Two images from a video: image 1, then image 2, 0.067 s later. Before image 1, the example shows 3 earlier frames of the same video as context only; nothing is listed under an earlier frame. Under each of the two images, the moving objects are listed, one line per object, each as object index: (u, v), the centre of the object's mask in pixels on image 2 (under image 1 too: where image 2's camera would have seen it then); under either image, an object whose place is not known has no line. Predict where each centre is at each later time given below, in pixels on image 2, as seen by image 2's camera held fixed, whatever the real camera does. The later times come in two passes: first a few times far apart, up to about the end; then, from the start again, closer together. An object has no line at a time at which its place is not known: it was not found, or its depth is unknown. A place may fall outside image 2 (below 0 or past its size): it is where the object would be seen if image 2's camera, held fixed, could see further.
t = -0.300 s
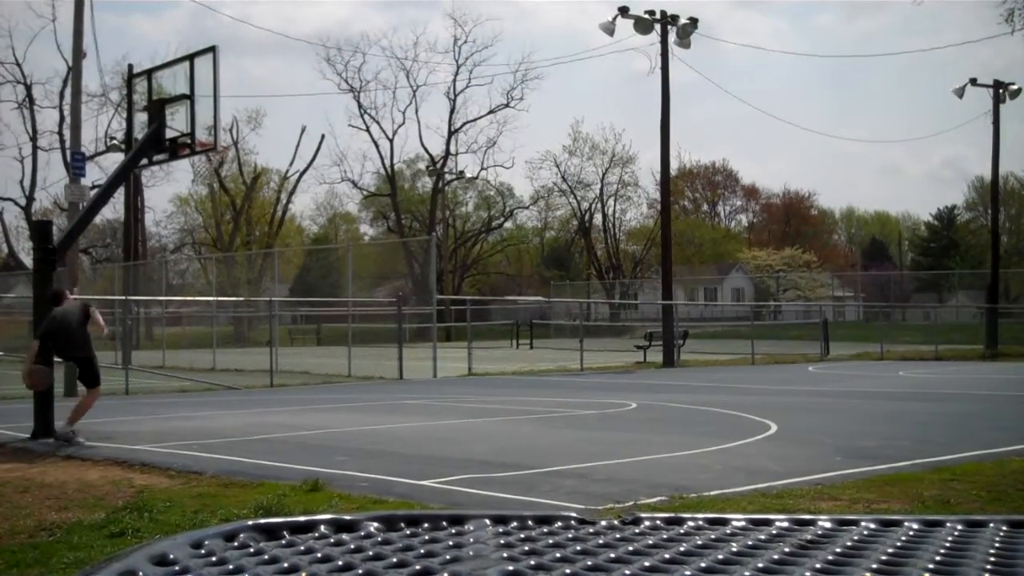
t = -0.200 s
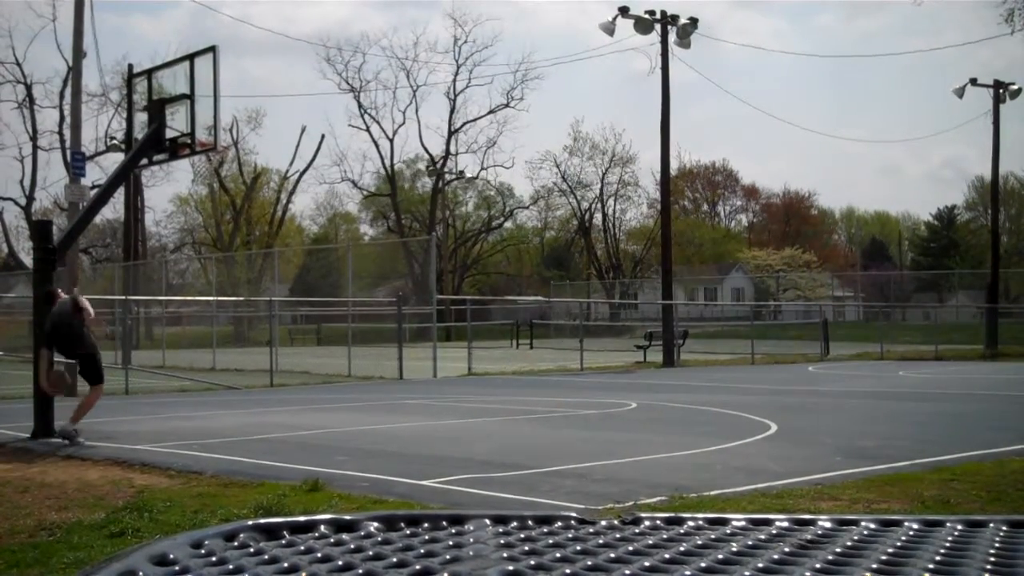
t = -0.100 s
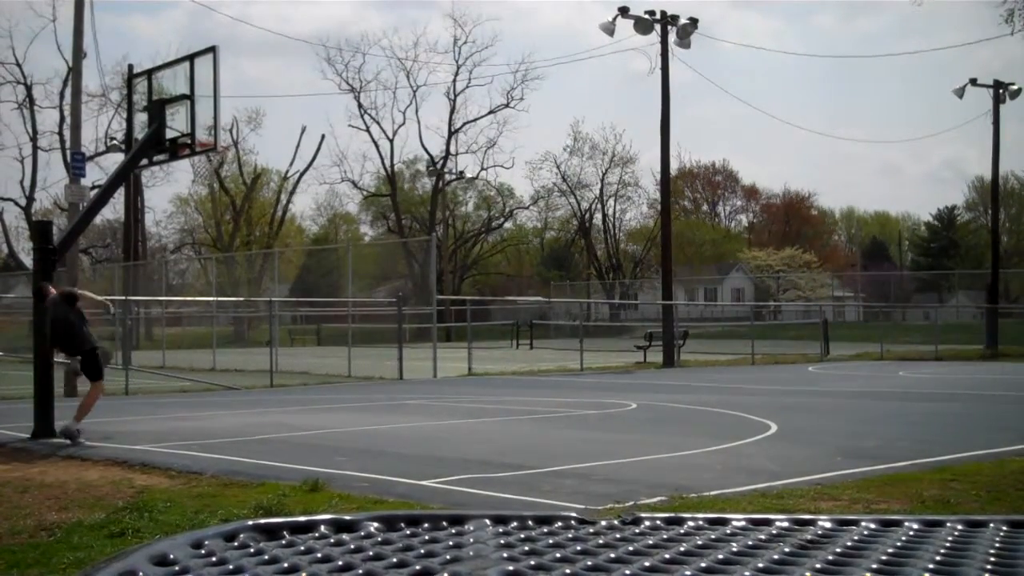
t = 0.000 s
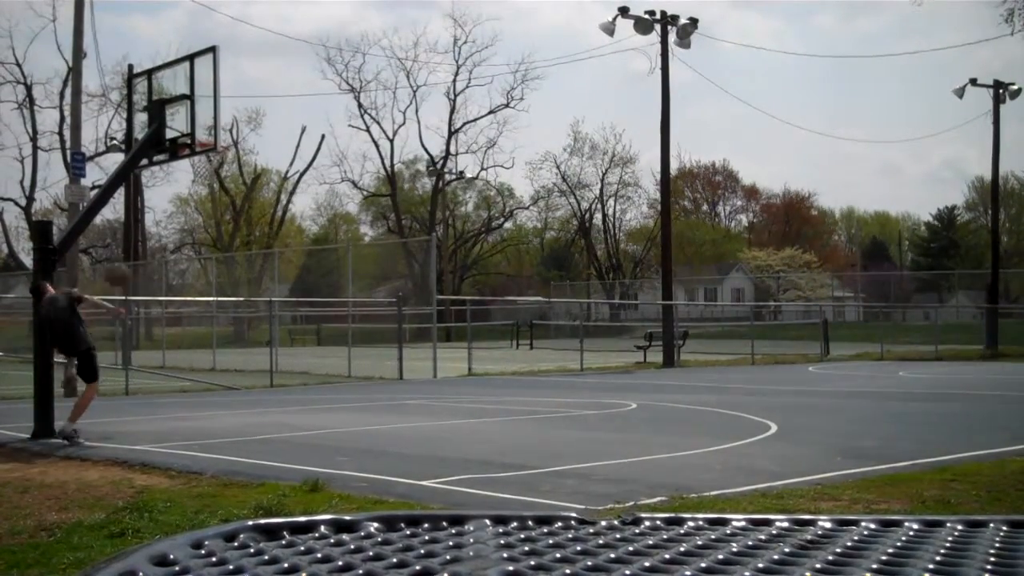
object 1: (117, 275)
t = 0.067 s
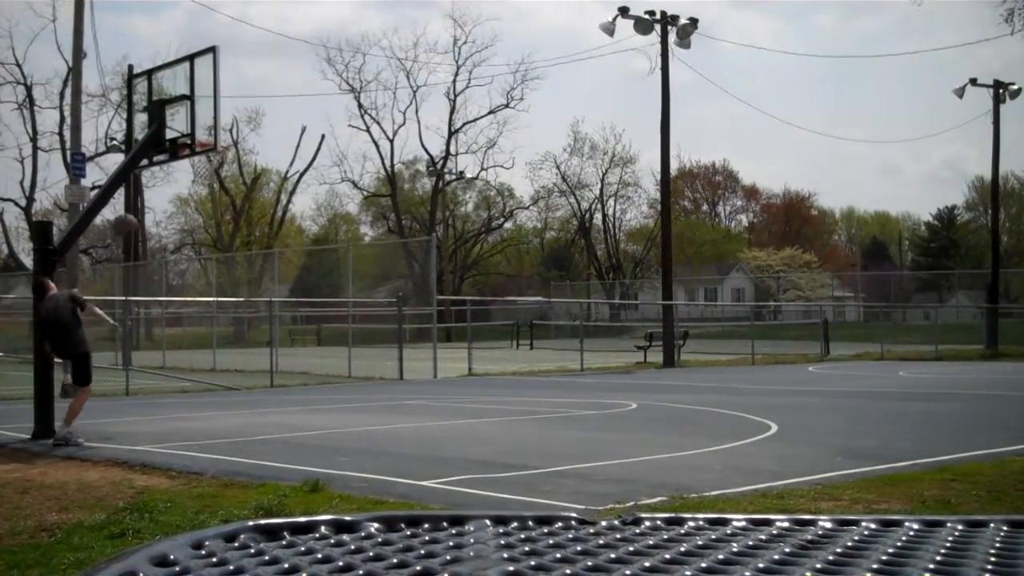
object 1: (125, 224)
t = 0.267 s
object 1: (147, 106)
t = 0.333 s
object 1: (154, 76)
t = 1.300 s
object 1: (234, 114)
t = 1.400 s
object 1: (239, 163)
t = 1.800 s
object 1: (261, 396)
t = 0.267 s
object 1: (147, 106)
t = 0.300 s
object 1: (151, 91)
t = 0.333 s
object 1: (154, 76)
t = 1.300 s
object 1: (234, 114)
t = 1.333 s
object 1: (235, 130)
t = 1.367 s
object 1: (238, 147)
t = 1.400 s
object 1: (239, 163)
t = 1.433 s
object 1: (242, 182)
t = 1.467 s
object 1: (246, 196)
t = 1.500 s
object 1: (246, 217)
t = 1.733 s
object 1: (257, 381)
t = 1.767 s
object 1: (258, 407)
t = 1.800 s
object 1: (261, 396)
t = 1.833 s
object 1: (263, 381)
